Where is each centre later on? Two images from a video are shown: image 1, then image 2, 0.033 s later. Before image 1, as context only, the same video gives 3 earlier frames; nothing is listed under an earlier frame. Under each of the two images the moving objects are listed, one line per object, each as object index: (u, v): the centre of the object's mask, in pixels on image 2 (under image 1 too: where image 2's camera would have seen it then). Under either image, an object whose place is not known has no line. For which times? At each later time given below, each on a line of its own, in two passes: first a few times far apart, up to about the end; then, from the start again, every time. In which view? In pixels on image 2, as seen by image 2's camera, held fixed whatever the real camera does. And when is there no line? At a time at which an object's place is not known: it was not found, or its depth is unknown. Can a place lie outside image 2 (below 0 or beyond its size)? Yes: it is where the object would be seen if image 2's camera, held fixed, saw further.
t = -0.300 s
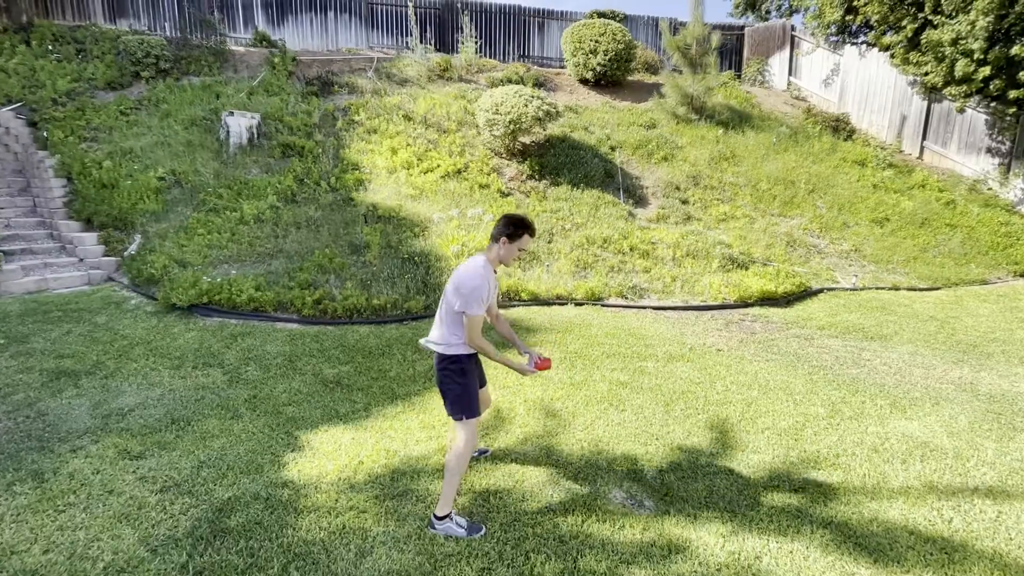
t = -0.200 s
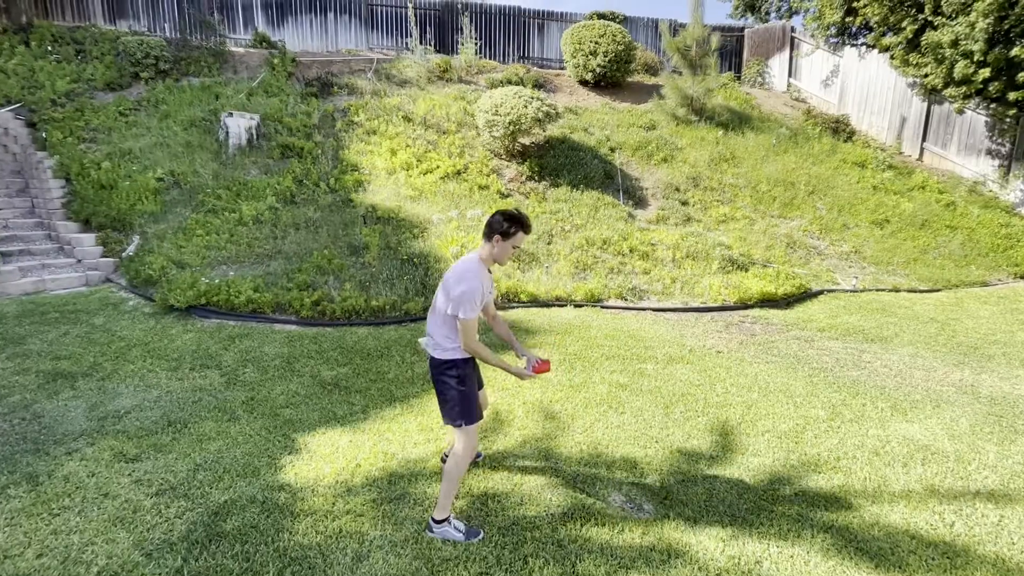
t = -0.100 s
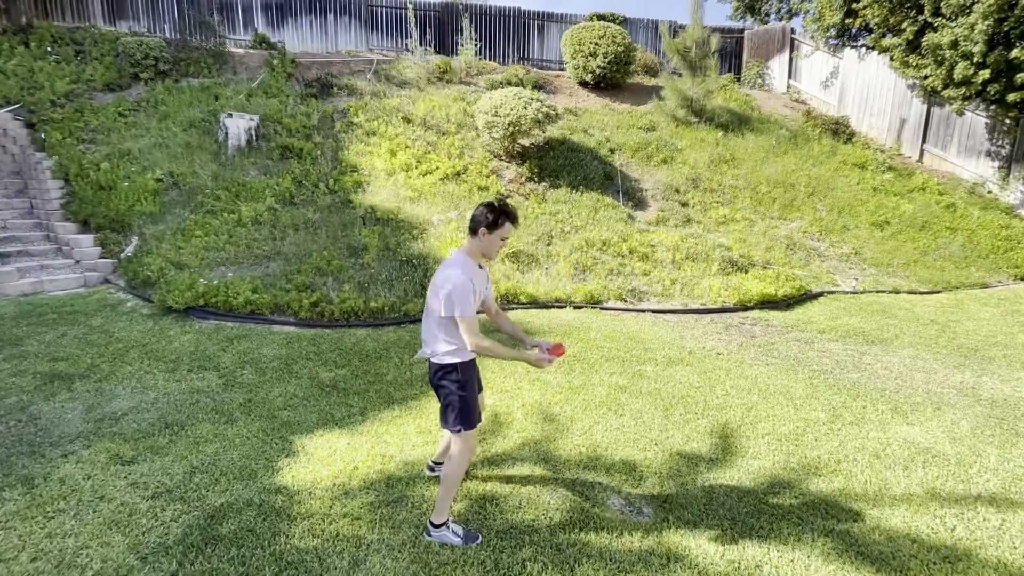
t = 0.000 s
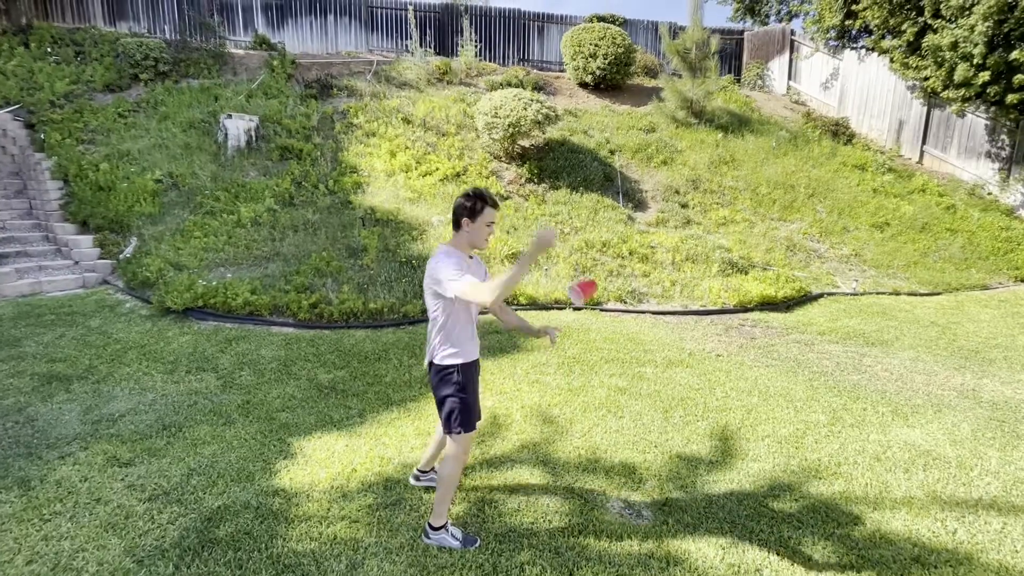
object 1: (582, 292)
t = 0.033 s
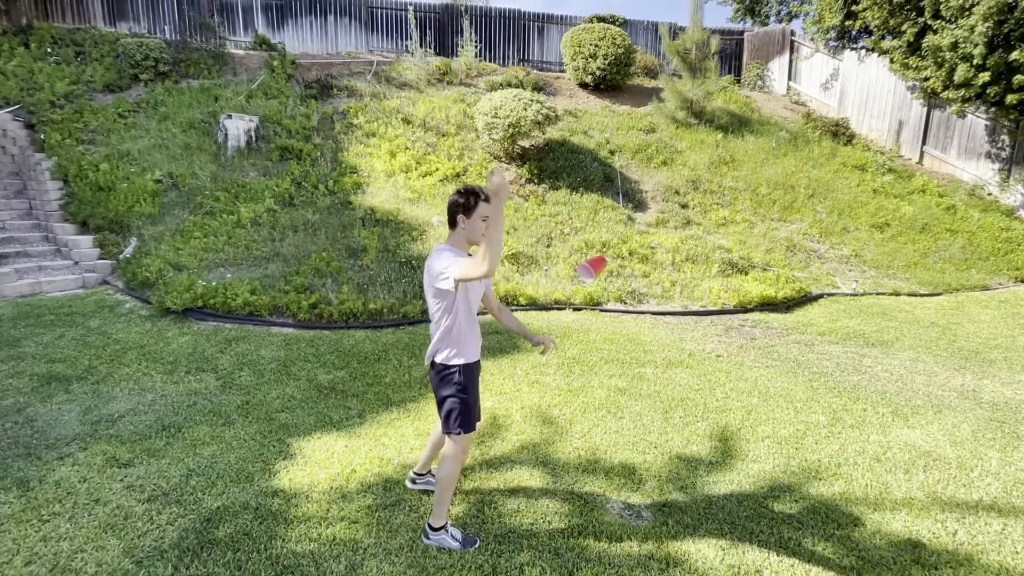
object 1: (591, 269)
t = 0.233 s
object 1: (615, 153)
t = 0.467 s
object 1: (599, 123)
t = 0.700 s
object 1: (575, 179)
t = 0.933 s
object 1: (565, 273)
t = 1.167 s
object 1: (570, 369)
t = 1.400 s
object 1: (579, 394)
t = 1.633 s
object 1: (578, 390)
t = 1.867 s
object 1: (566, 380)
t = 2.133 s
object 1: (553, 374)
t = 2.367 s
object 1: (547, 372)
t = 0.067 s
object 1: (599, 245)
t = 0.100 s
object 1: (606, 223)
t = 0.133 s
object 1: (610, 202)
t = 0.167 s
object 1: (613, 183)
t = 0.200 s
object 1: (615, 166)
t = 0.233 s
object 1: (615, 153)
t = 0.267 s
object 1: (615, 141)
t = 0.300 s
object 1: (613, 132)
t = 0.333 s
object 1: (611, 125)
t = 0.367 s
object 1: (609, 121)
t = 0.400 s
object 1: (606, 120)
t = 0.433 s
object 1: (602, 120)
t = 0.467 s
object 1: (599, 123)
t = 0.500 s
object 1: (595, 127)
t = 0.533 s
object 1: (591, 133)
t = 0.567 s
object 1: (587, 140)
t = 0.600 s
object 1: (583, 149)
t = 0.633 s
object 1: (580, 159)
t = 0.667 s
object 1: (577, 169)
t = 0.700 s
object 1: (575, 179)
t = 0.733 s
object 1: (573, 192)
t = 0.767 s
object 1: (570, 205)
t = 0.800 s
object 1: (567, 218)
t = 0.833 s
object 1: (566, 232)
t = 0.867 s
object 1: (565, 246)
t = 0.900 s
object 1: (565, 260)
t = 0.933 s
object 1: (565, 273)
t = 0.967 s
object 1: (565, 288)
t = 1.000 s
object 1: (565, 302)
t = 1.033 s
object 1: (565, 316)
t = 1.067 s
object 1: (566, 329)
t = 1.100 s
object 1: (568, 342)
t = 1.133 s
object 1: (569, 356)
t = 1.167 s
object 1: (570, 369)
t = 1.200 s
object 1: (570, 381)
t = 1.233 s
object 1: (572, 392)
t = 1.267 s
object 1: (573, 405)
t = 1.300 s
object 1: (574, 413)
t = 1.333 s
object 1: (576, 404)
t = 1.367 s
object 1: (577, 398)
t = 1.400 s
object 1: (579, 394)
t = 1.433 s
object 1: (581, 390)
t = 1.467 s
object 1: (581, 388)
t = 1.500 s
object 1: (581, 385)
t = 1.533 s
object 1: (581, 385)
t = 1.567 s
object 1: (580, 386)
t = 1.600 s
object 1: (579, 388)
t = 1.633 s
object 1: (578, 390)
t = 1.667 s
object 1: (577, 388)
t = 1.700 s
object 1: (576, 386)
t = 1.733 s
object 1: (575, 383)
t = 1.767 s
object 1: (571, 382)
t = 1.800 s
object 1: (570, 382)
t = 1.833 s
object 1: (568, 381)
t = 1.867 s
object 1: (566, 380)
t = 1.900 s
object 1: (564, 379)
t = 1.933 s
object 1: (562, 377)
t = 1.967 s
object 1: (561, 376)
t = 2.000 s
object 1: (560, 375)
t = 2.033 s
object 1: (559, 375)
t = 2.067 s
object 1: (558, 374)
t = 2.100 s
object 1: (555, 374)
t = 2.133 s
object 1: (553, 374)
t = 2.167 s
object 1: (553, 374)
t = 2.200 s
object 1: (552, 374)
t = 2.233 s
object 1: (552, 374)
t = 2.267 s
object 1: (550, 373)
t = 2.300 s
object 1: (549, 372)
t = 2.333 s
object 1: (549, 373)
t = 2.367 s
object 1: (547, 372)
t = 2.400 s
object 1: (547, 373)
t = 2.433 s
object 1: (546, 373)
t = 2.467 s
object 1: (546, 372)
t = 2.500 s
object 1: (545, 372)
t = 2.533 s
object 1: (544, 371)
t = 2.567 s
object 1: (544, 371)
